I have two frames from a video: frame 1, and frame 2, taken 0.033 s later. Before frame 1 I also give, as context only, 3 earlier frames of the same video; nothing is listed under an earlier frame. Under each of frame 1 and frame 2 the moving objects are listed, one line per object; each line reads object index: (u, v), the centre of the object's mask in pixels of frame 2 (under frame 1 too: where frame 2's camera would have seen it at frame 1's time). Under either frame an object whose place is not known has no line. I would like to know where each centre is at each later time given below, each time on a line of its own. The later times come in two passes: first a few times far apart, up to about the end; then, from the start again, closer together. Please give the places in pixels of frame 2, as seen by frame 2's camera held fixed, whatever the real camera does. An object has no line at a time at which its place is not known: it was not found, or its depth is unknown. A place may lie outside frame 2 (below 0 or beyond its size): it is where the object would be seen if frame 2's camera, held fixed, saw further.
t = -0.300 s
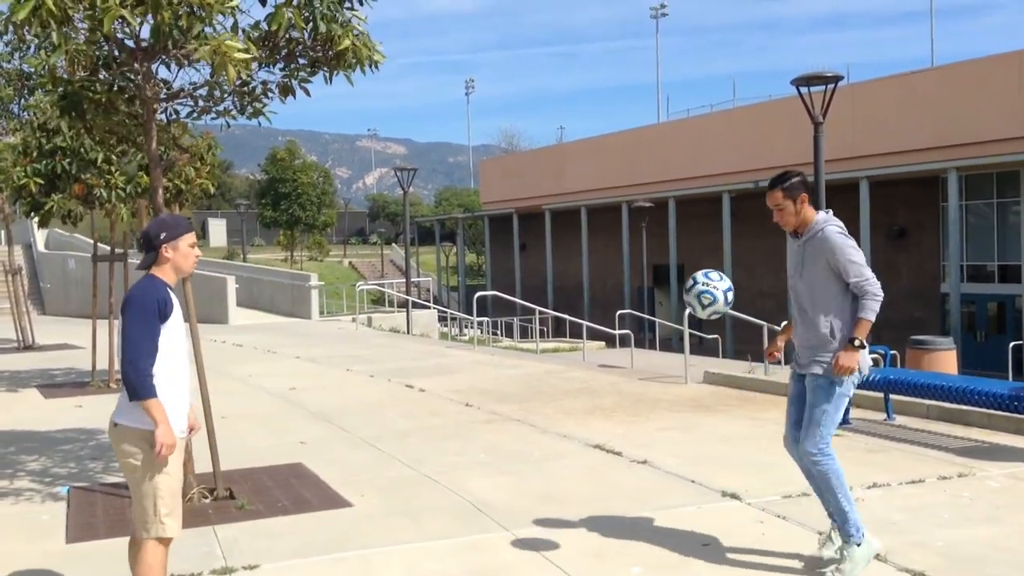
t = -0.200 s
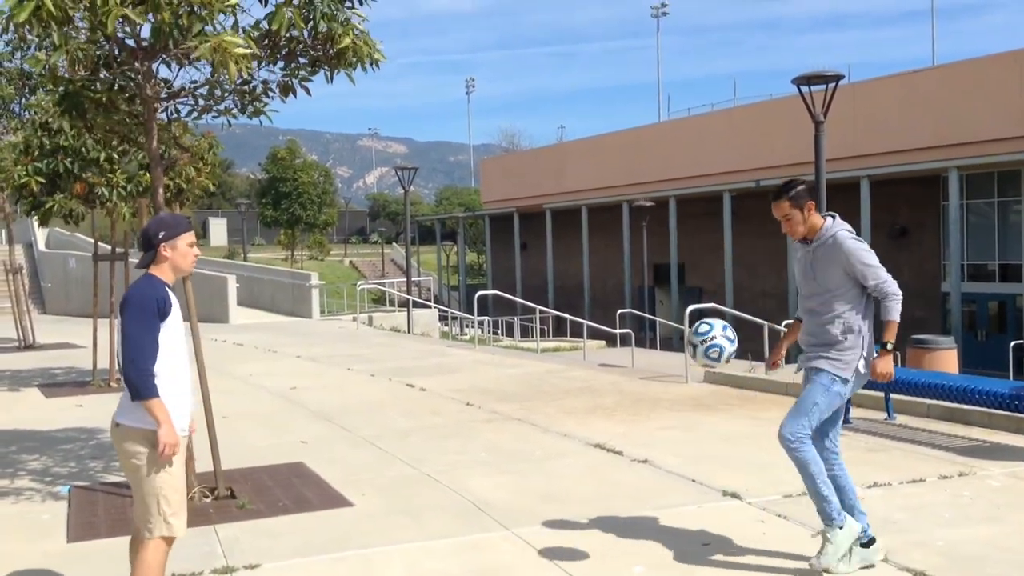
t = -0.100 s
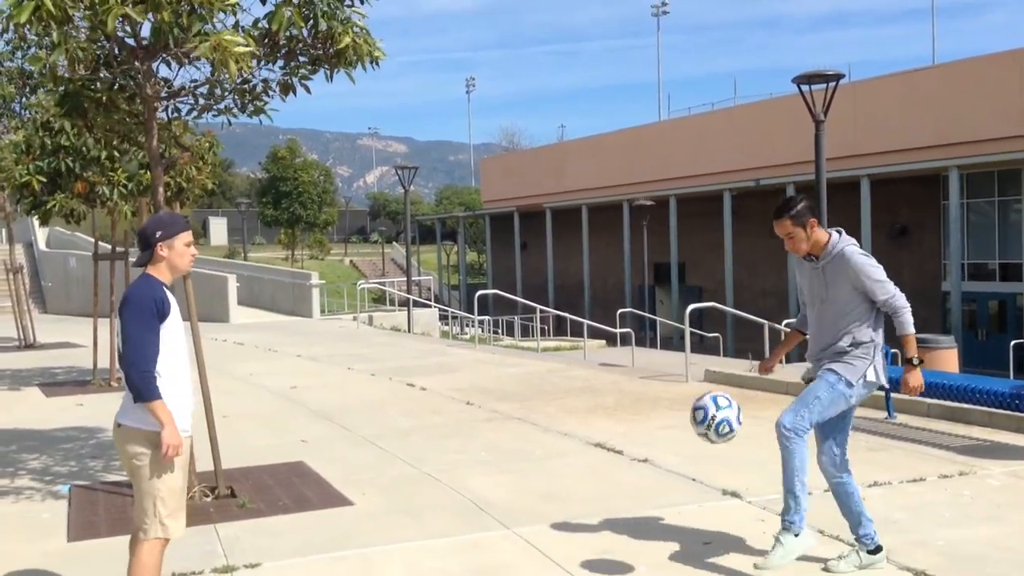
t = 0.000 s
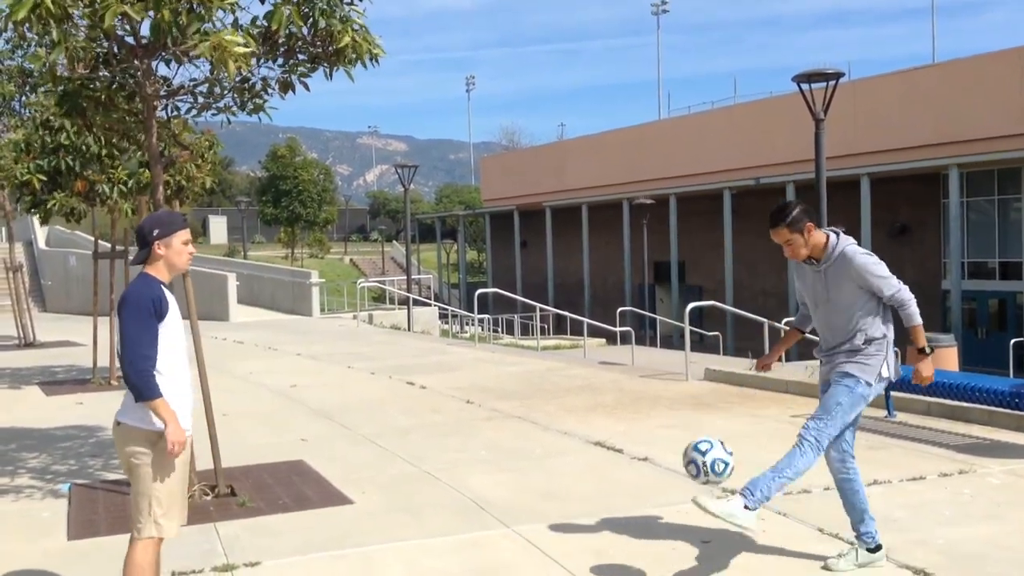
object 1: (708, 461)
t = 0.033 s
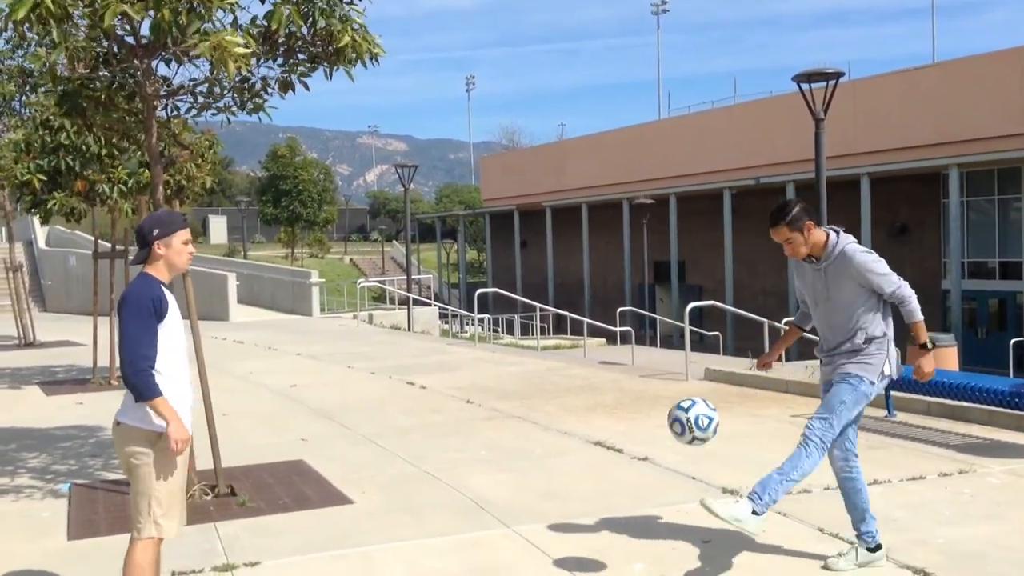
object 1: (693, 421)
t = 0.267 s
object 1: (593, 214)
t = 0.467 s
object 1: (514, 133)
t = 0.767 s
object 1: (407, 172)
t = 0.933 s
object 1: (356, 272)
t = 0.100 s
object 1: (663, 349)
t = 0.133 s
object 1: (649, 317)
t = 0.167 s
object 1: (635, 287)
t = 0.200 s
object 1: (621, 261)
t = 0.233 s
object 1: (607, 237)
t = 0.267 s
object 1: (593, 214)
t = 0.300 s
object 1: (580, 195)
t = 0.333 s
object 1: (566, 177)
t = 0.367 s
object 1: (553, 162)
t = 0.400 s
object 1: (540, 150)
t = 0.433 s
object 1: (527, 140)
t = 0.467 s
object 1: (514, 133)
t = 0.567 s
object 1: (477, 123)
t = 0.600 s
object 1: (465, 126)
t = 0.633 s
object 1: (452, 131)
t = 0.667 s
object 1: (441, 138)
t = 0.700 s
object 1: (430, 146)
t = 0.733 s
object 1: (418, 158)
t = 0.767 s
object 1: (407, 172)
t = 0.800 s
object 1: (397, 188)
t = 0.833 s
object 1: (386, 207)
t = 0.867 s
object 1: (377, 226)
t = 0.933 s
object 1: (356, 272)
